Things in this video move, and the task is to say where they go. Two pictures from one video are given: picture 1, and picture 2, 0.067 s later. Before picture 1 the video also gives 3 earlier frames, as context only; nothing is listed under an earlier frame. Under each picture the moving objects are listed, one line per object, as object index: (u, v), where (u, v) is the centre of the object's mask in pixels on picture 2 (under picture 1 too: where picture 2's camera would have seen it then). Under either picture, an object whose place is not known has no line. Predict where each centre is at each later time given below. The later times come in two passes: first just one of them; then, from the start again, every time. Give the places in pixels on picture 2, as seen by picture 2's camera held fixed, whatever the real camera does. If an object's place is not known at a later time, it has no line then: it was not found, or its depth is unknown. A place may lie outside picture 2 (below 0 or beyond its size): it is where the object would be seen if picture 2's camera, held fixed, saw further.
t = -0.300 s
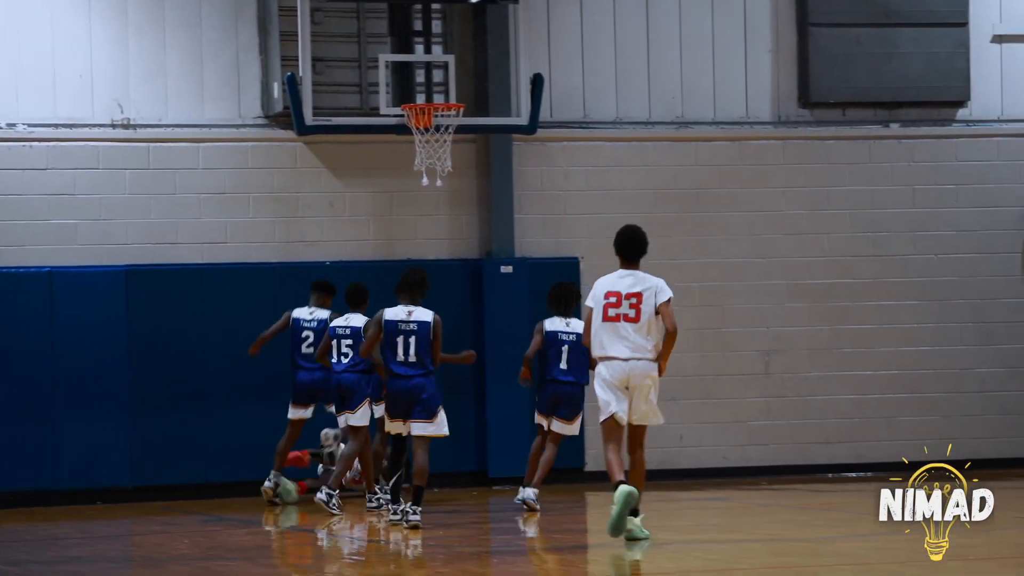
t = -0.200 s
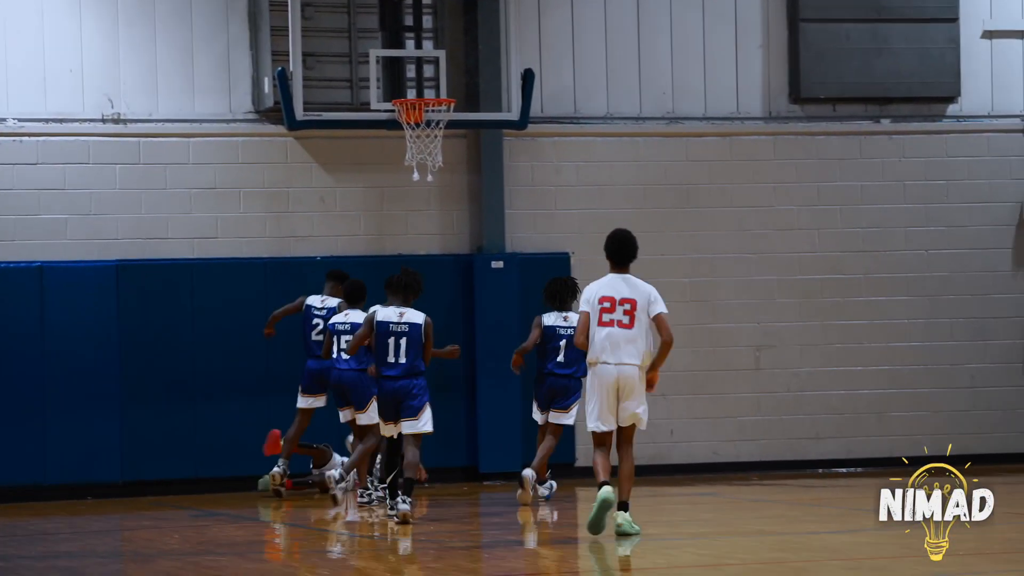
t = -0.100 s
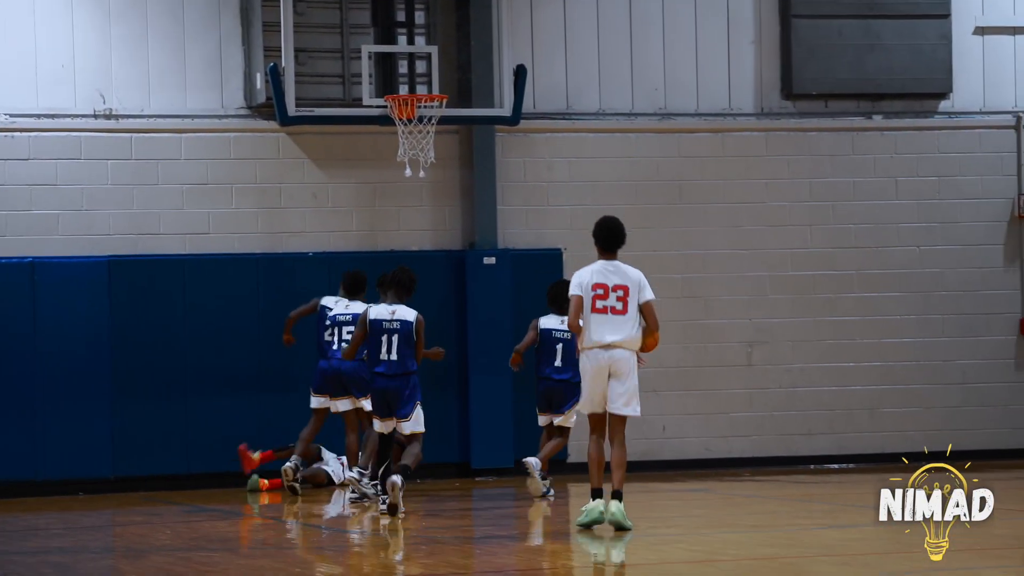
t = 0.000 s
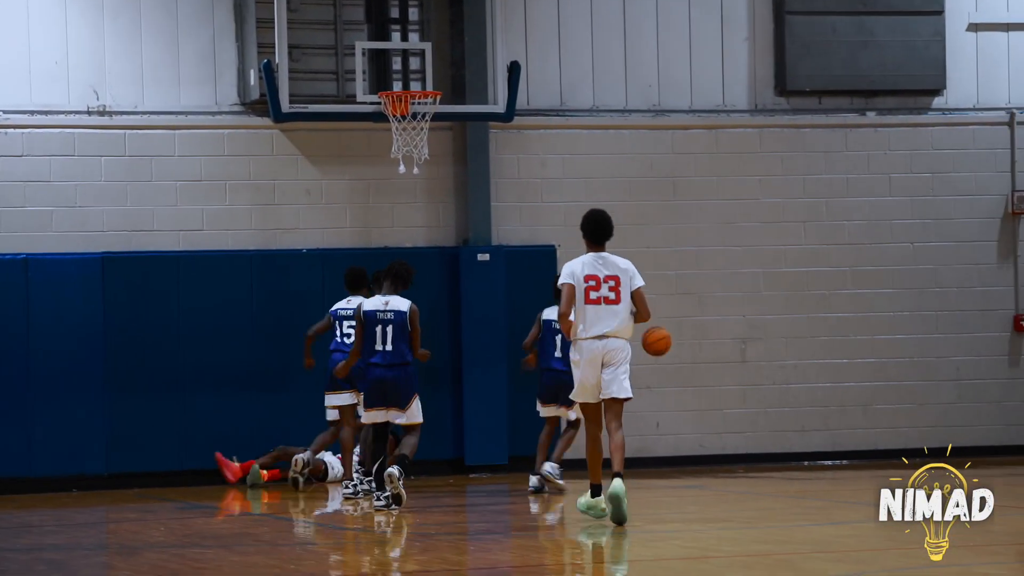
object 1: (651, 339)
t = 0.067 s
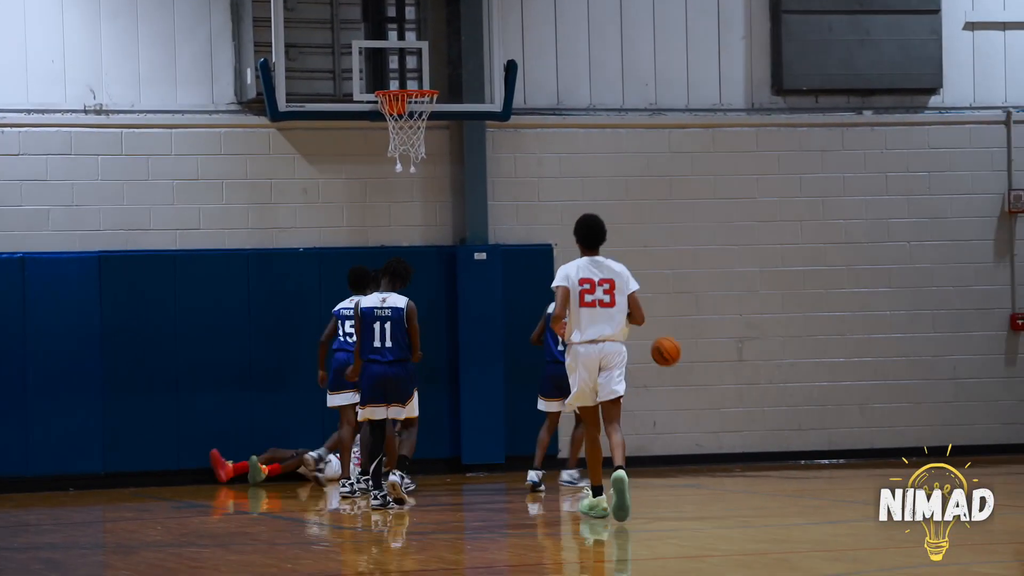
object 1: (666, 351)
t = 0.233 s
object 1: (697, 402)
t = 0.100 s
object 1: (673, 359)
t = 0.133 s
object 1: (679, 368)
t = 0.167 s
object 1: (685, 379)
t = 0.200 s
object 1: (691, 389)
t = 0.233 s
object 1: (697, 402)
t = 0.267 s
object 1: (703, 415)
